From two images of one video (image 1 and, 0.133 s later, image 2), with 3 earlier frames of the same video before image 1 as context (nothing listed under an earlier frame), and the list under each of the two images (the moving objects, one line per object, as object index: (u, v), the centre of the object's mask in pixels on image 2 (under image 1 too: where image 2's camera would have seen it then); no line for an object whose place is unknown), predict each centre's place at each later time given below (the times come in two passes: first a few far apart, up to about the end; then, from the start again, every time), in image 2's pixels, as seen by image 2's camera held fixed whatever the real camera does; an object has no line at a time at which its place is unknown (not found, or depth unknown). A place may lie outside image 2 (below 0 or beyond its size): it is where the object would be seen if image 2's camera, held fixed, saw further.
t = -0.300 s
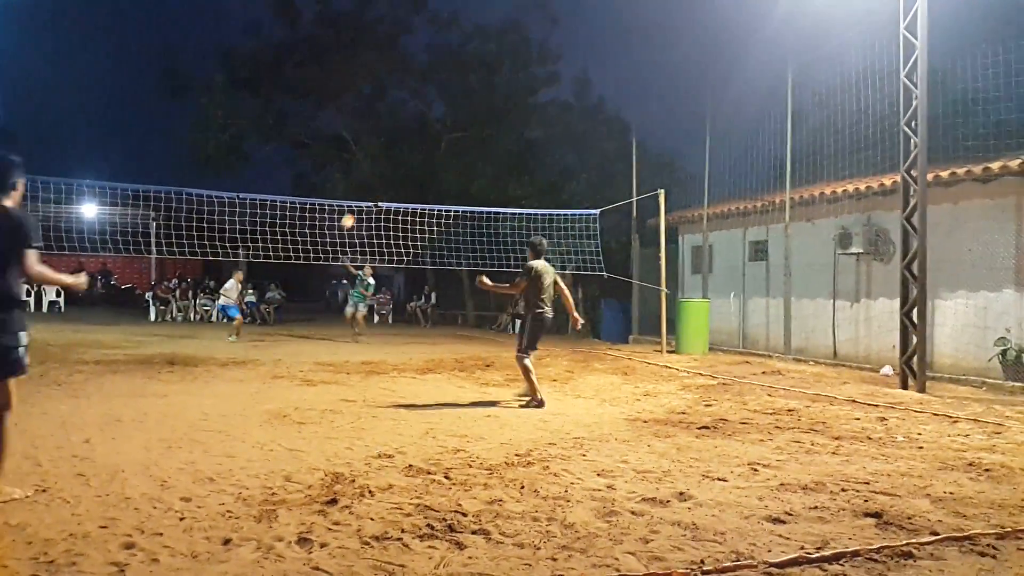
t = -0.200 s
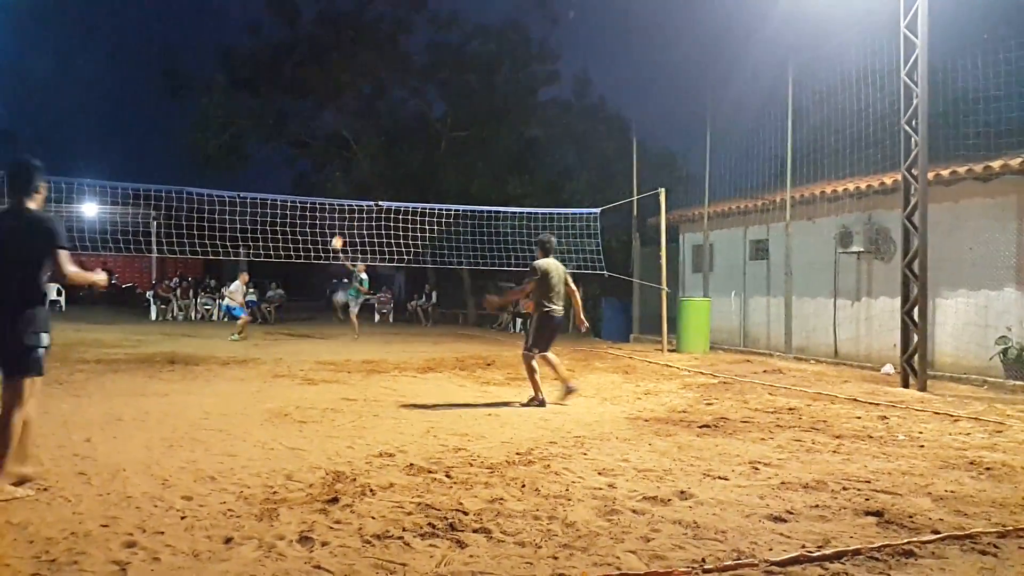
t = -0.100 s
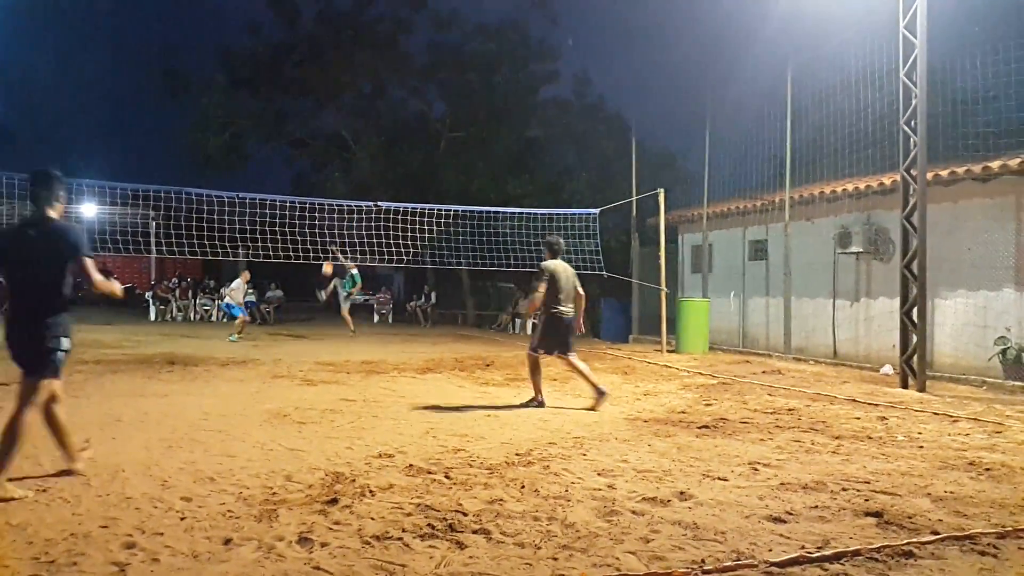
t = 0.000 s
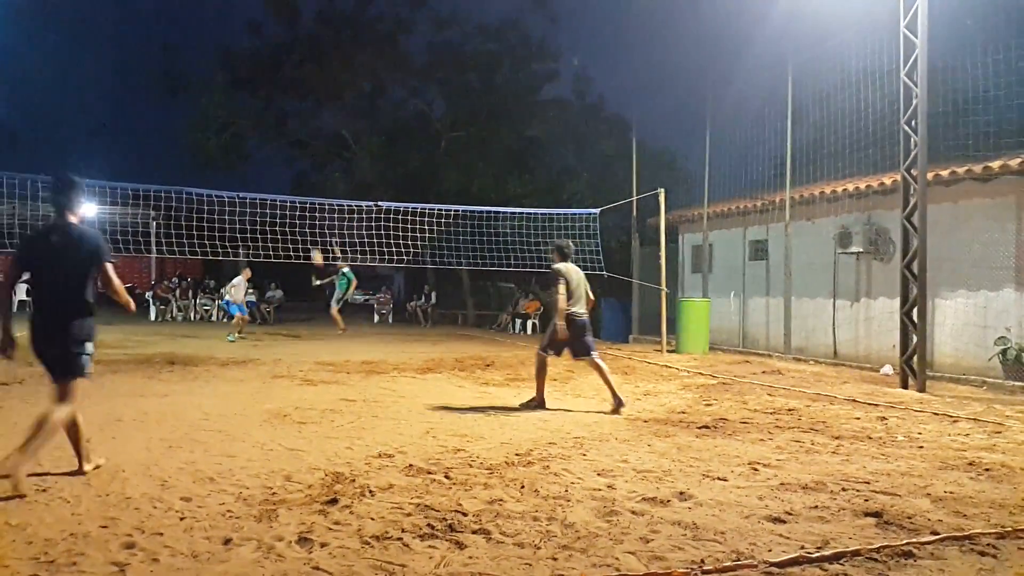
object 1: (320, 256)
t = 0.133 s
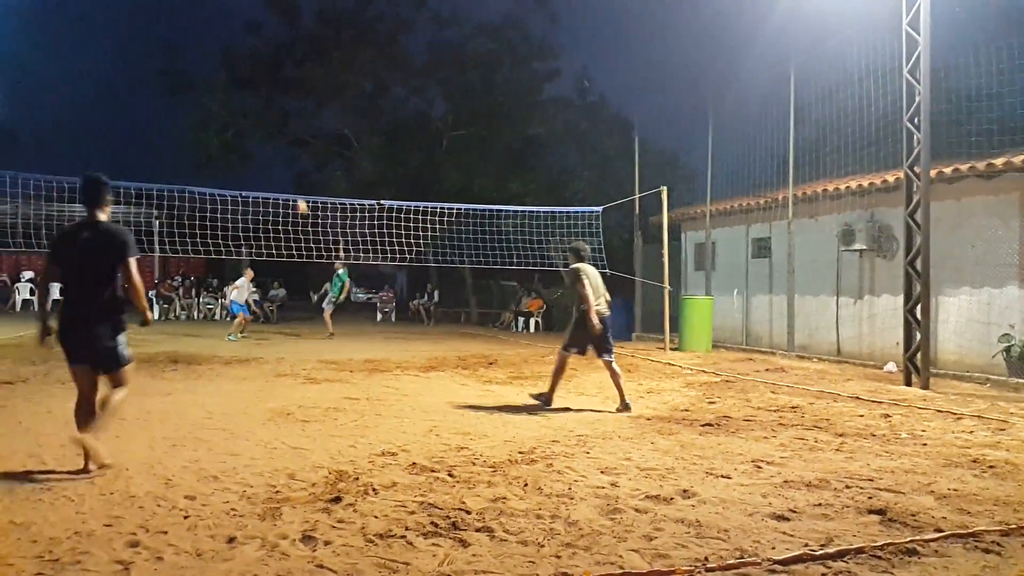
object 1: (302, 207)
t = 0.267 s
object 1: (283, 164)
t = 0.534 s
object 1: (243, 101)
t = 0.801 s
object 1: (203, 70)
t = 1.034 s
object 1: (165, 72)
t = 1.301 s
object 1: (119, 111)
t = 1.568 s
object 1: (71, 193)
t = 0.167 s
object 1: (296, 192)
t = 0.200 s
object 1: (293, 184)
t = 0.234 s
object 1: (288, 174)
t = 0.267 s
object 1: (283, 164)
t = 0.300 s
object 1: (278, 154)
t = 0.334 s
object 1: (274, 145)
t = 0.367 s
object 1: (269, 137)
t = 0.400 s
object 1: (264, 128)
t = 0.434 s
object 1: (258, 121)
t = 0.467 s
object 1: (253, 114)
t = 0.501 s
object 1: (248, 107)
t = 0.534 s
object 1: (243, 101)
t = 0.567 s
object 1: (238, 96)
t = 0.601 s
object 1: (233, 90)
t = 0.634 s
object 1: (229, 85)
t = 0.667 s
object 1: (223, 81)
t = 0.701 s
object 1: (218, 78)
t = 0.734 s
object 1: (213, 74)
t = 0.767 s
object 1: (208, 72)
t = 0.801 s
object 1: (203, 70)
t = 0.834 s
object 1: (197, 68)
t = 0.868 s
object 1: (192, 68)
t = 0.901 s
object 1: (187, 67)
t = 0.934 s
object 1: (181, 68)
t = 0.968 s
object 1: (176, 68)
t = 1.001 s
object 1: (170, 70)
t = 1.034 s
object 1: (165, 72)
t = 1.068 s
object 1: (159, 74)
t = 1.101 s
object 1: (154, 78)
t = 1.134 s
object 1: (148, 82)
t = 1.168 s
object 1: (142, 87)
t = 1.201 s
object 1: (137, 92)
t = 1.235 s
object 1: (131, 97)
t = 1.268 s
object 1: (125, 104)
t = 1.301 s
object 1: (119, 111)
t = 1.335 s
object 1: (113, 119)
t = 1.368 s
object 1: (107, 127)
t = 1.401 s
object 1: (102, 137)
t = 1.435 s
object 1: (96, 146)
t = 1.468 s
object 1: (90, 157)
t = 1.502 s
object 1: (84, 168)
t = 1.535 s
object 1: (77, 181)
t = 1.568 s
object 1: (71, 193)
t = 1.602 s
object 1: (65, 206)
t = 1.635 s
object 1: (59, 221)
